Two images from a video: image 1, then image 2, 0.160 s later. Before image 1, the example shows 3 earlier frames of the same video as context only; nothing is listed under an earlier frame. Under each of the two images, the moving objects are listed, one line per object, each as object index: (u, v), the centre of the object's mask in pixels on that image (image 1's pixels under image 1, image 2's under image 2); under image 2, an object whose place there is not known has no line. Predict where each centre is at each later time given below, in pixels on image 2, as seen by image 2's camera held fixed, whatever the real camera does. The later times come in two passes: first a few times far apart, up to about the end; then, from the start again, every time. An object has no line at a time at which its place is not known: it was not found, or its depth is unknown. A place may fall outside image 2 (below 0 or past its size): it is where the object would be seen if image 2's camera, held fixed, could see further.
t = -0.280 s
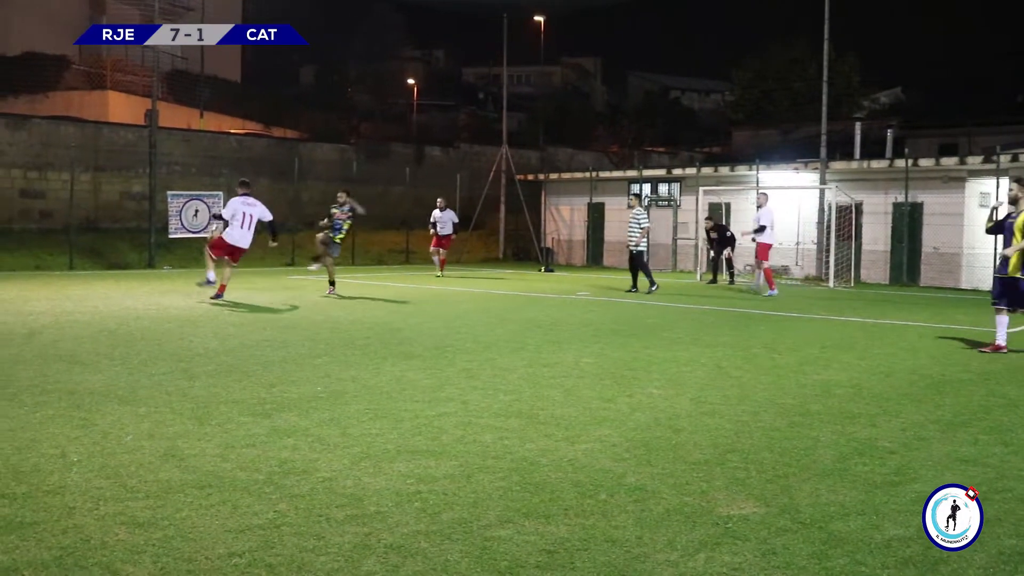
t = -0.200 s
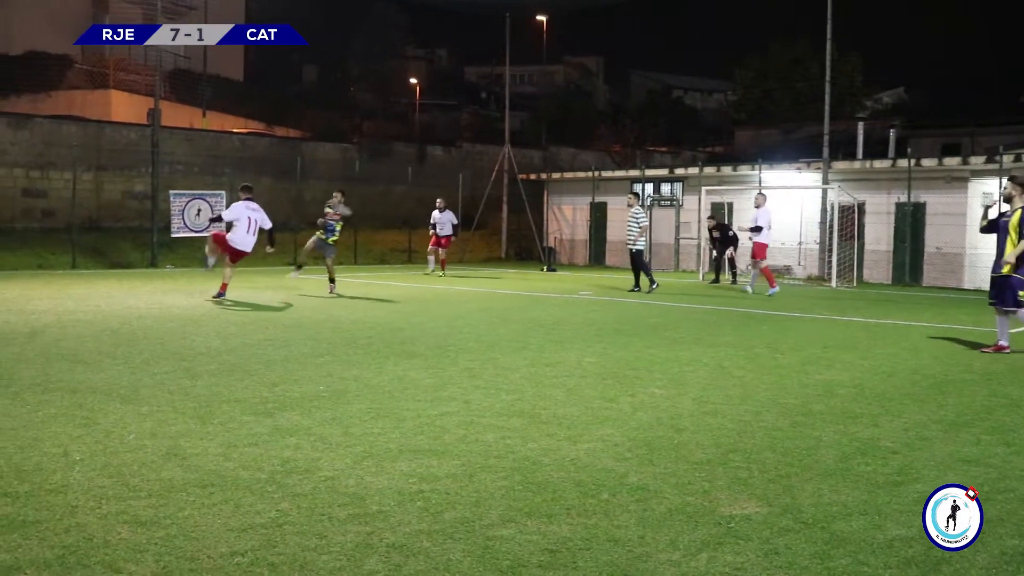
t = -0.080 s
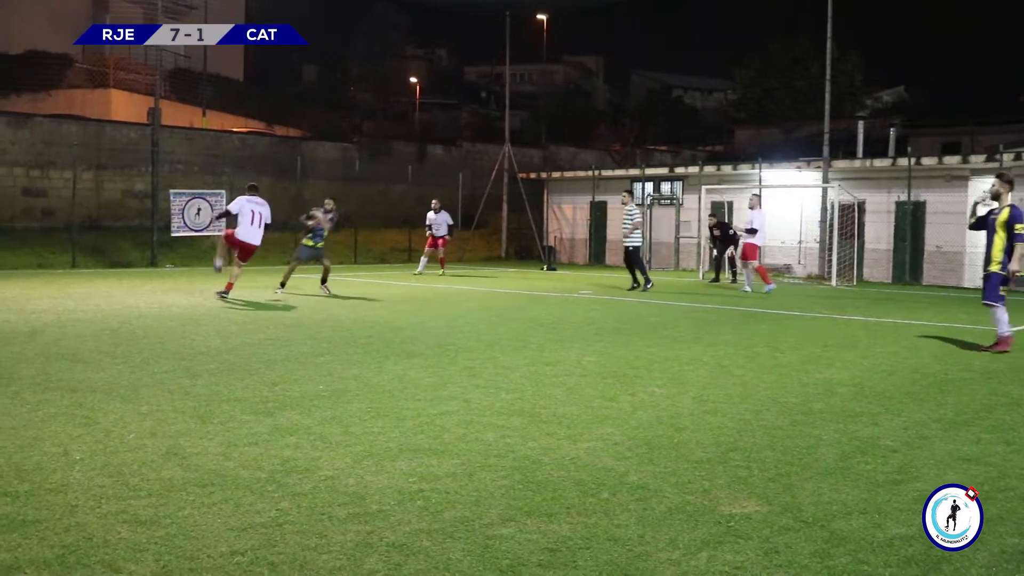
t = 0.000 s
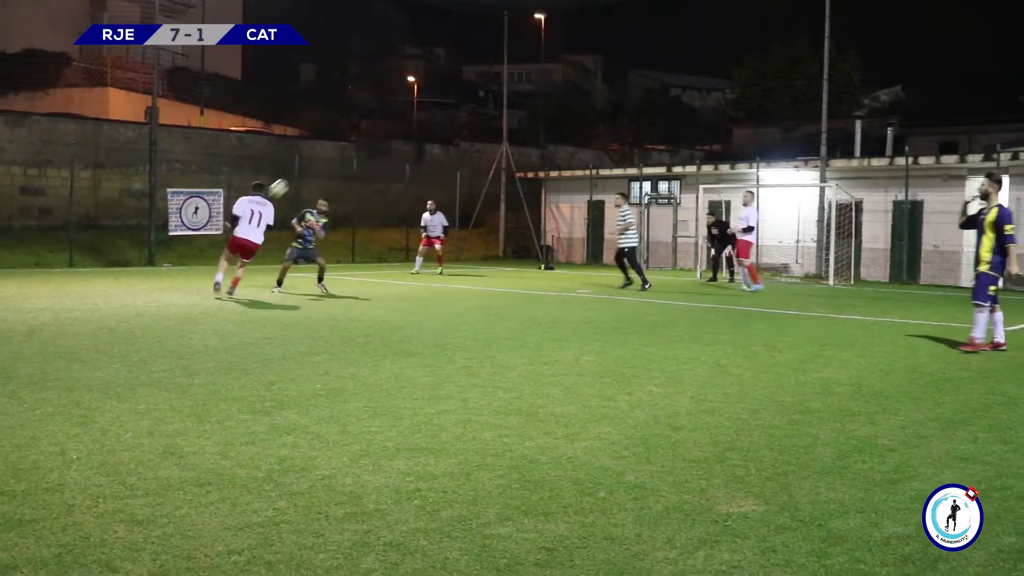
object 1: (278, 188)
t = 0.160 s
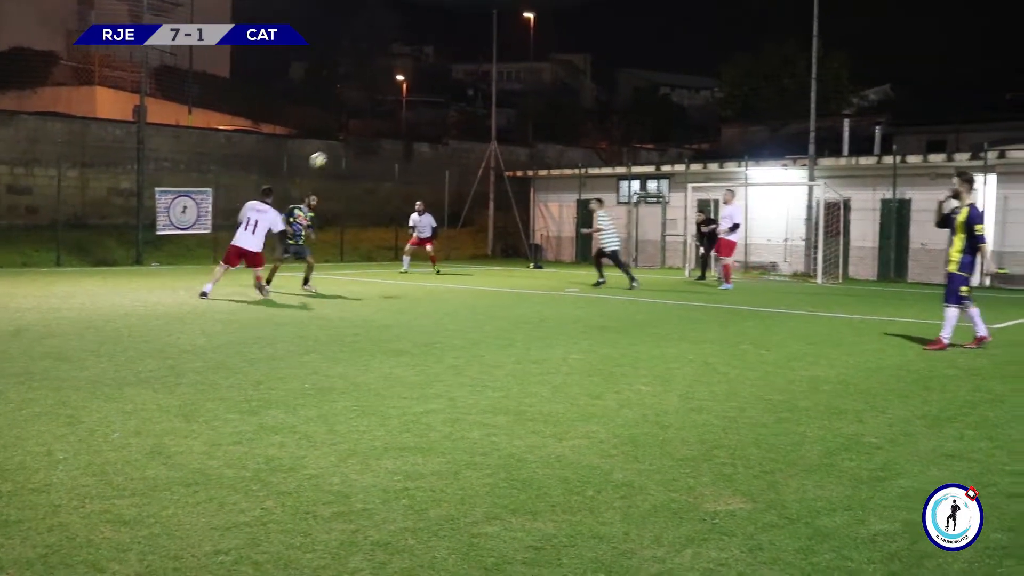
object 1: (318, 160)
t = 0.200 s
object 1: (330, 156)
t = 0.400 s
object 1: (384, 153)
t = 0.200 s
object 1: (330, 156)
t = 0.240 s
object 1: (341, 153)
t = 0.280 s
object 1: (353, 151)
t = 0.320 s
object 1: (363, 151)
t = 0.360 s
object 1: (373, 151)
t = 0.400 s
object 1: (384, 153)
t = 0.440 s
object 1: (393, 155)
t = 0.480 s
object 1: (403, 158)
